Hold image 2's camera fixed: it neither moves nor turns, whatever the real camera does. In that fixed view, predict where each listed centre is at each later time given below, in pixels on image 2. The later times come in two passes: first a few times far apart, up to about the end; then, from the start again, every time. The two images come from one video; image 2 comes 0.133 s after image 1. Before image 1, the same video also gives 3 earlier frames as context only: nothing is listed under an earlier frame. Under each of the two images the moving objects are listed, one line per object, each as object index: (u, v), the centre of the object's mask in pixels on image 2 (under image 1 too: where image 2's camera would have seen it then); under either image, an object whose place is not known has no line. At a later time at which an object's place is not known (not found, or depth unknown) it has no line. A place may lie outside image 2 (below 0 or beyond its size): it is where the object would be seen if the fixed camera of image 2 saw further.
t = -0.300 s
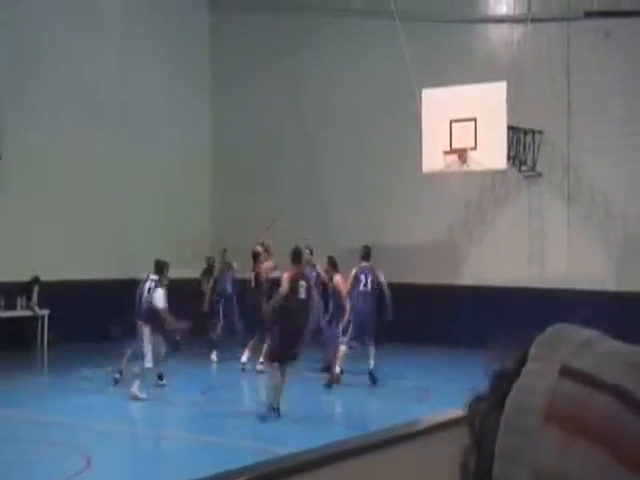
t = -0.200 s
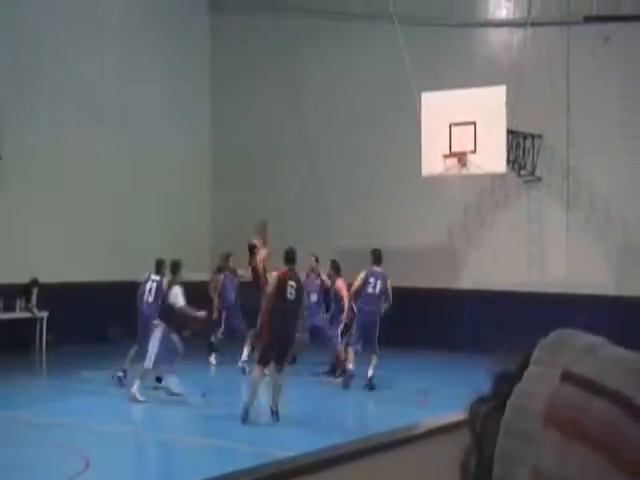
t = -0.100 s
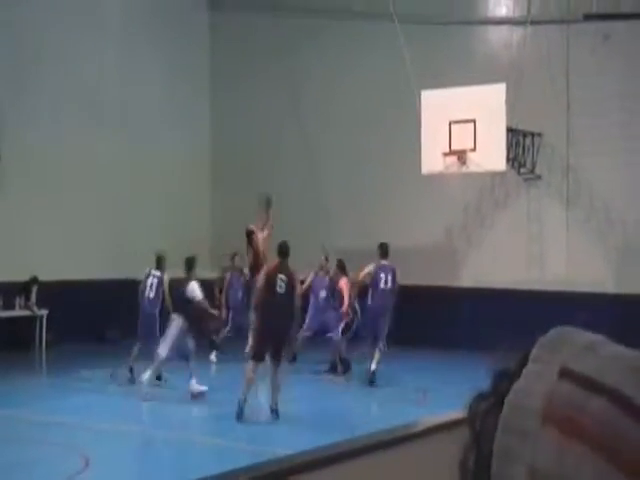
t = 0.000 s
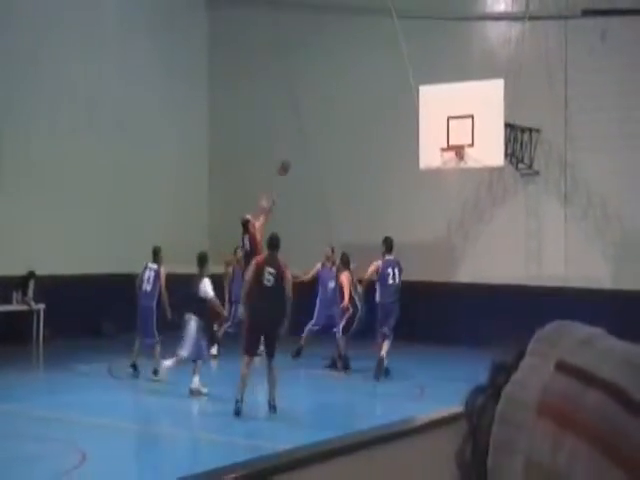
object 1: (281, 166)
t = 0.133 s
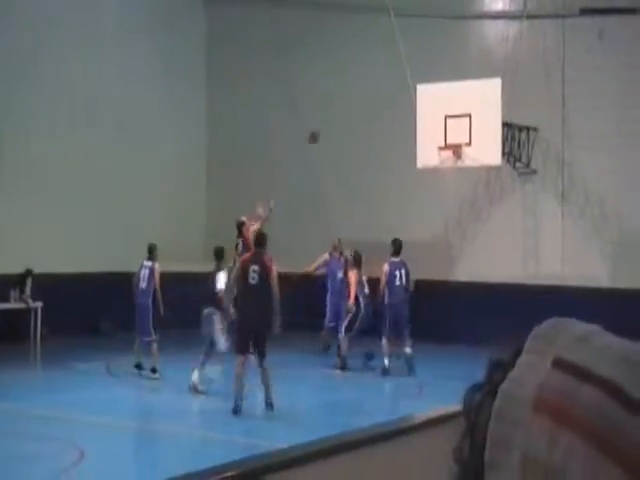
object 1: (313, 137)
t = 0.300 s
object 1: (352, 117)
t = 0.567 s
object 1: (412, 126)
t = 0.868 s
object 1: (412, 146)
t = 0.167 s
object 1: (321, 133)
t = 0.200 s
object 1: (329, 126)
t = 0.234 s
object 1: (338, 123)
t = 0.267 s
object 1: (345, 119)
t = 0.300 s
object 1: (352, 117)
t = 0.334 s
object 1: (360, 115)
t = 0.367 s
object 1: (367, 115)
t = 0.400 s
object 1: (375, 115)
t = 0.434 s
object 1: (383, 116)
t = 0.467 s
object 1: (390, 117)
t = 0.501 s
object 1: (397, 120)
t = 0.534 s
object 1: (405, 124)
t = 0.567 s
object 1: (412, 126)
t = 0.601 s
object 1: (420, 130)
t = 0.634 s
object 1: (426, 135)
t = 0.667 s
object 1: (433, 141)
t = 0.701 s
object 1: (432, 141)
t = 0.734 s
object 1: (428, 139)
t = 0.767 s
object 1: (423, 139)
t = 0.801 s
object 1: (420, 140)
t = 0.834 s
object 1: (416, 142)
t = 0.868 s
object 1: (412, 146)
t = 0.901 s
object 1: (409, 148)
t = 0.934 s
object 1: (403, 151)
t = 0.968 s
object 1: (399, 156)
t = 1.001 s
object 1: (394, 161)
